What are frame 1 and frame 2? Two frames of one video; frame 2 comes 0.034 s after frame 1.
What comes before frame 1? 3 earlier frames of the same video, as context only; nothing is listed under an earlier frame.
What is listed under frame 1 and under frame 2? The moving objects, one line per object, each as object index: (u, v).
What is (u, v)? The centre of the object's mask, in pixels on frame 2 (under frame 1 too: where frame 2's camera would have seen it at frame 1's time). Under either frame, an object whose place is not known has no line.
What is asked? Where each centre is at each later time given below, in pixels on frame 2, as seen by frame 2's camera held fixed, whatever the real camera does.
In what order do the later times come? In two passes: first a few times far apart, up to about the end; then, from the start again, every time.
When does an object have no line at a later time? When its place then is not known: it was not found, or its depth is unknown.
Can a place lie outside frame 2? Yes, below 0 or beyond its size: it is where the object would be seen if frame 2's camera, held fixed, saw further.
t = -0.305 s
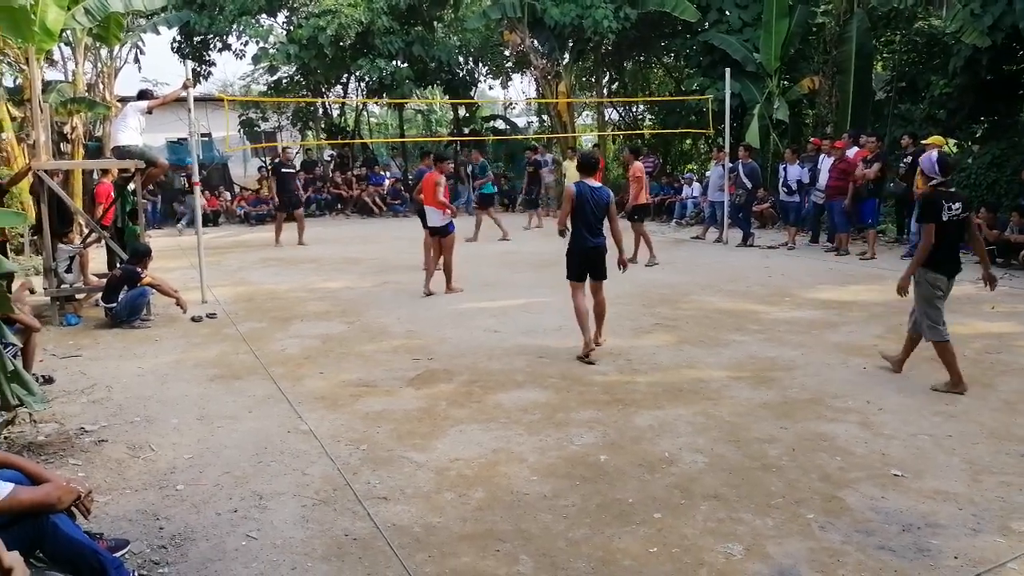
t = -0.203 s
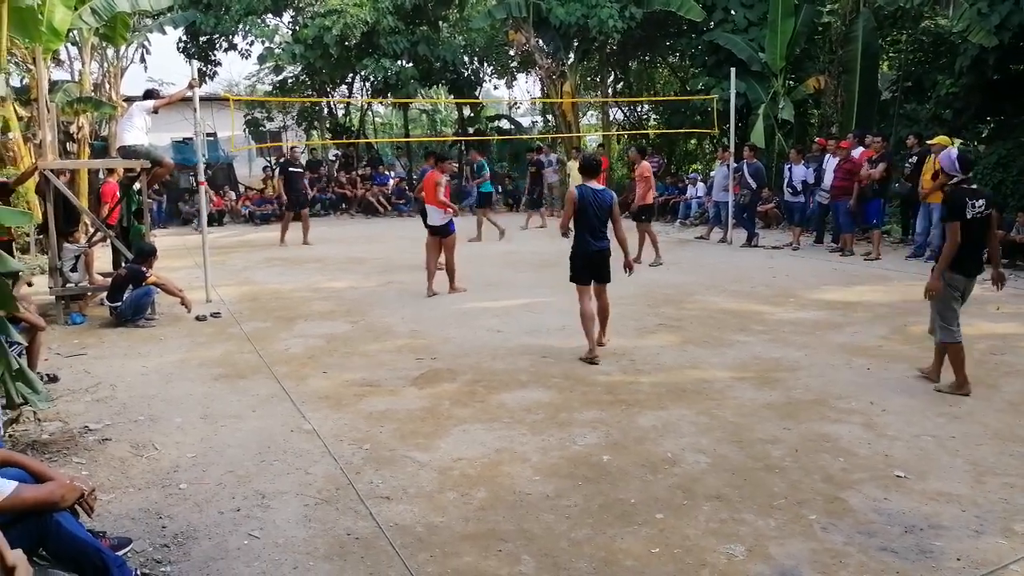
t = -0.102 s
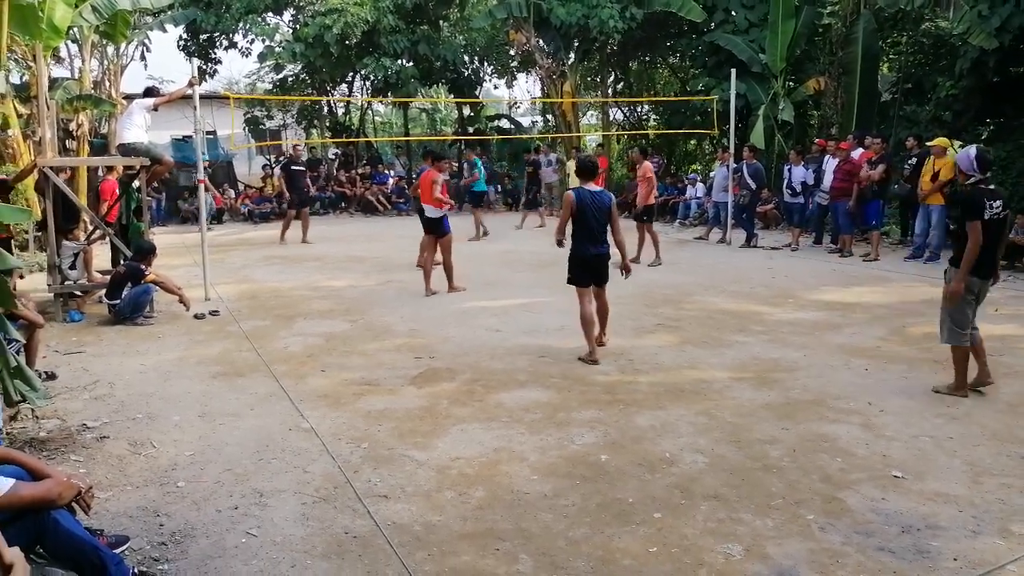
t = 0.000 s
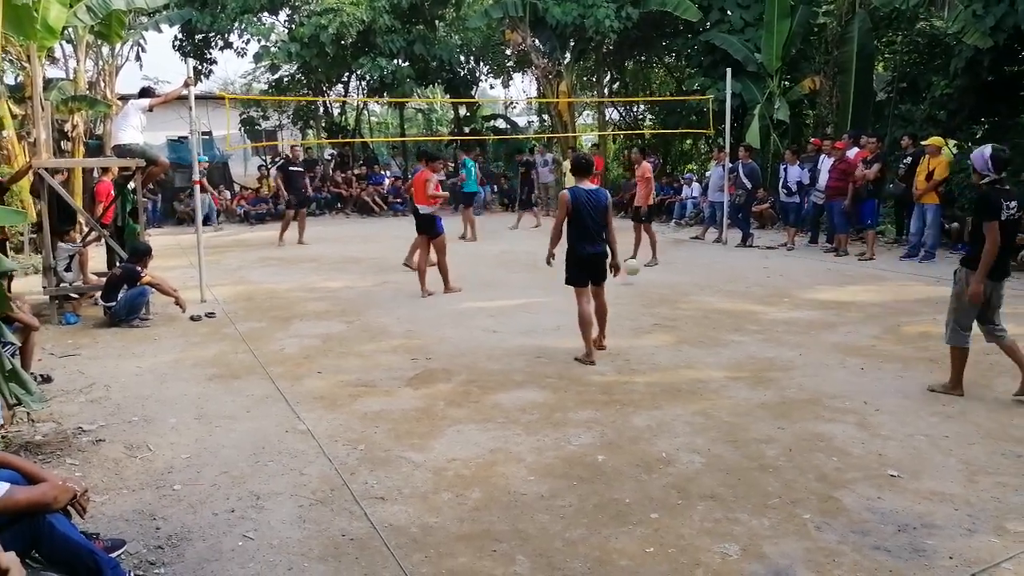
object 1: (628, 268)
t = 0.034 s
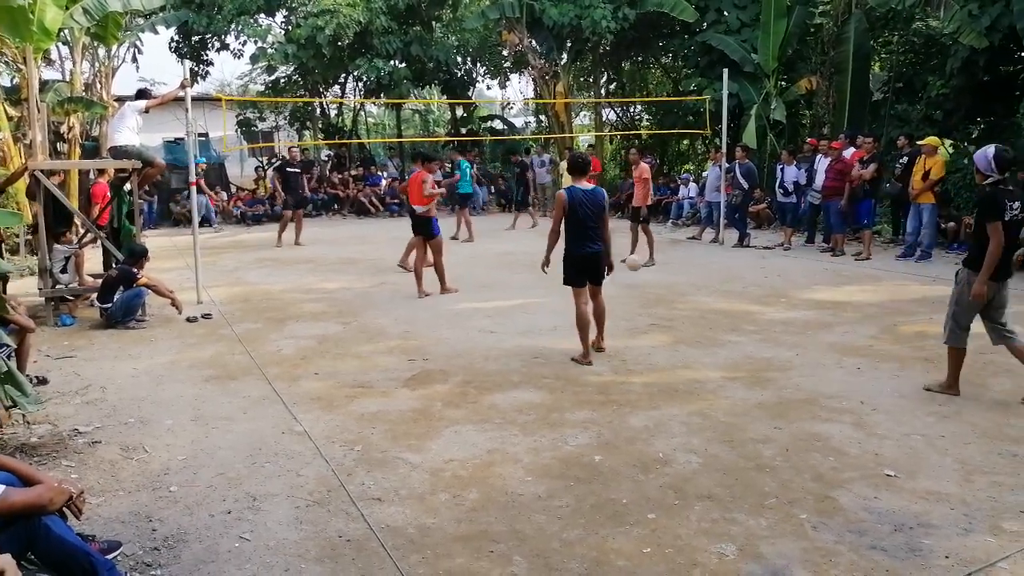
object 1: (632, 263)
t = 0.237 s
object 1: (669, 252)
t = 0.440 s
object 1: (708, 280)
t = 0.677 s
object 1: (764, 296)
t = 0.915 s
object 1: (836, 321)
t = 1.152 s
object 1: (930, 349)
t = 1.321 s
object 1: (1015, 381)
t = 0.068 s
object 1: (638, 259)
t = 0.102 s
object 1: (647, 257)
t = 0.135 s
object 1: (650, 255)
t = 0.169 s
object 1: (656, 253)
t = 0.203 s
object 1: (662, 252)
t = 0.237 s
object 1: (669, 252)
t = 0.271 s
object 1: (674, 254)
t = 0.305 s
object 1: (681, 257)
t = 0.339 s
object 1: (688, 261)
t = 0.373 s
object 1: (695, 266)
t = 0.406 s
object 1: (702, 273)
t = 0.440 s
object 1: (708, 280)
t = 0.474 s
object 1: (715, 290)
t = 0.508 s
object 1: (723, 300)
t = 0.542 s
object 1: (730, 309)
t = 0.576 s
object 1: (738, 304)
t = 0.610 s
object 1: (747, 300)
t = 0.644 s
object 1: (755, 297)
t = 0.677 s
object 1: (764, 296)
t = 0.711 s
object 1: (774, 295)
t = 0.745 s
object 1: (784, 296)
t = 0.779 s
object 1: (794, 298)
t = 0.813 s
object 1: (804, 303)
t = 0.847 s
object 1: (814, 309)
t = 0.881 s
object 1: (825, 313)
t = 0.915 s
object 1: (836, 321)
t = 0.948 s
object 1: (848, 330)
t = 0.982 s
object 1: (859, 343)
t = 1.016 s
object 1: (871, 355)
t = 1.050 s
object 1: (884, 350)
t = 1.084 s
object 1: (899, 348)
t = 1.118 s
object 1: (913, 347)
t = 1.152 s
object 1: (930, 349)
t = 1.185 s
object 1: (946, 351)
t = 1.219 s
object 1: (962, 355)
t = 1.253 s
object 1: (978, 361)
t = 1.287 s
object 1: (996, 370)
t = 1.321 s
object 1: (1015, 381)
